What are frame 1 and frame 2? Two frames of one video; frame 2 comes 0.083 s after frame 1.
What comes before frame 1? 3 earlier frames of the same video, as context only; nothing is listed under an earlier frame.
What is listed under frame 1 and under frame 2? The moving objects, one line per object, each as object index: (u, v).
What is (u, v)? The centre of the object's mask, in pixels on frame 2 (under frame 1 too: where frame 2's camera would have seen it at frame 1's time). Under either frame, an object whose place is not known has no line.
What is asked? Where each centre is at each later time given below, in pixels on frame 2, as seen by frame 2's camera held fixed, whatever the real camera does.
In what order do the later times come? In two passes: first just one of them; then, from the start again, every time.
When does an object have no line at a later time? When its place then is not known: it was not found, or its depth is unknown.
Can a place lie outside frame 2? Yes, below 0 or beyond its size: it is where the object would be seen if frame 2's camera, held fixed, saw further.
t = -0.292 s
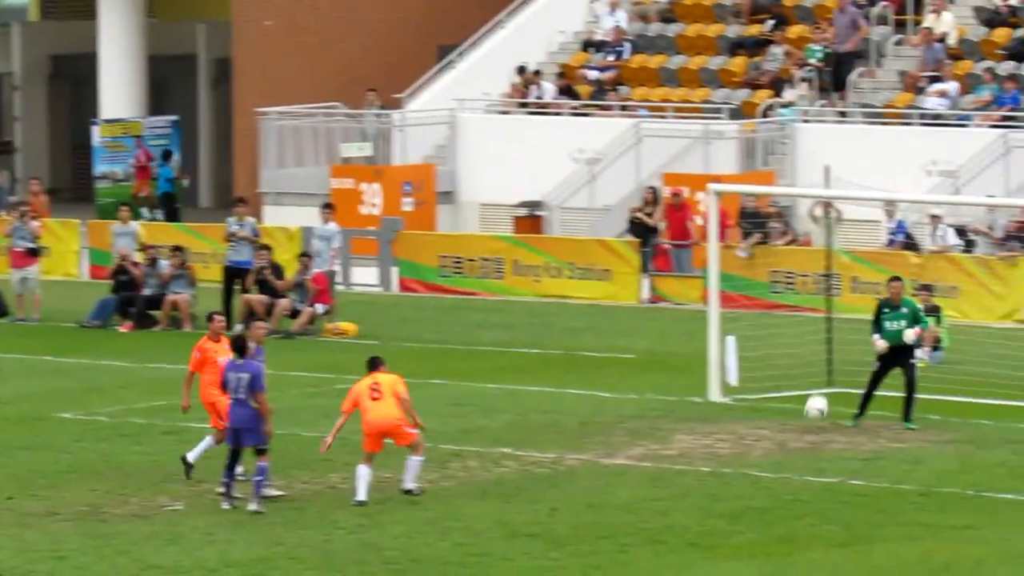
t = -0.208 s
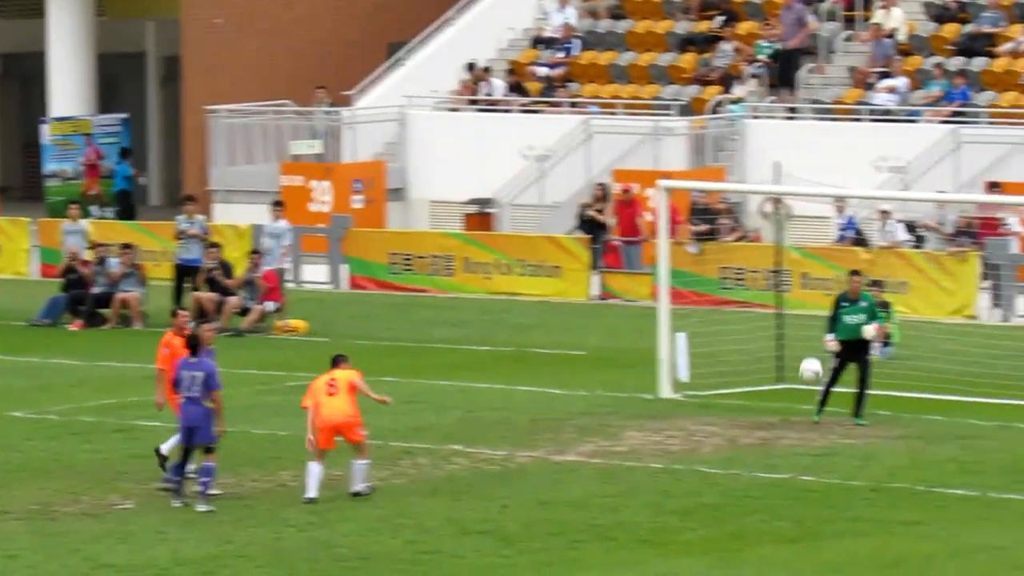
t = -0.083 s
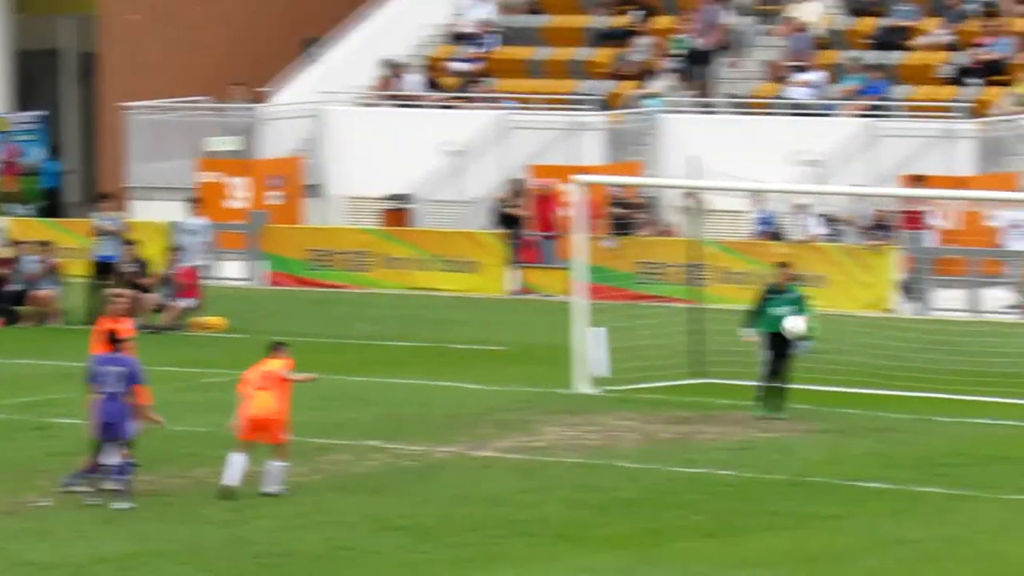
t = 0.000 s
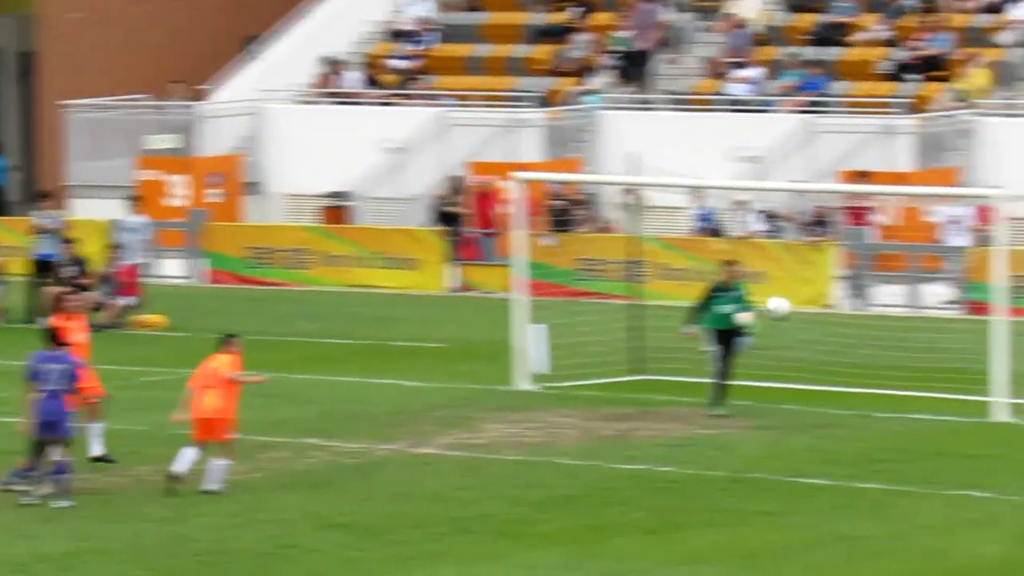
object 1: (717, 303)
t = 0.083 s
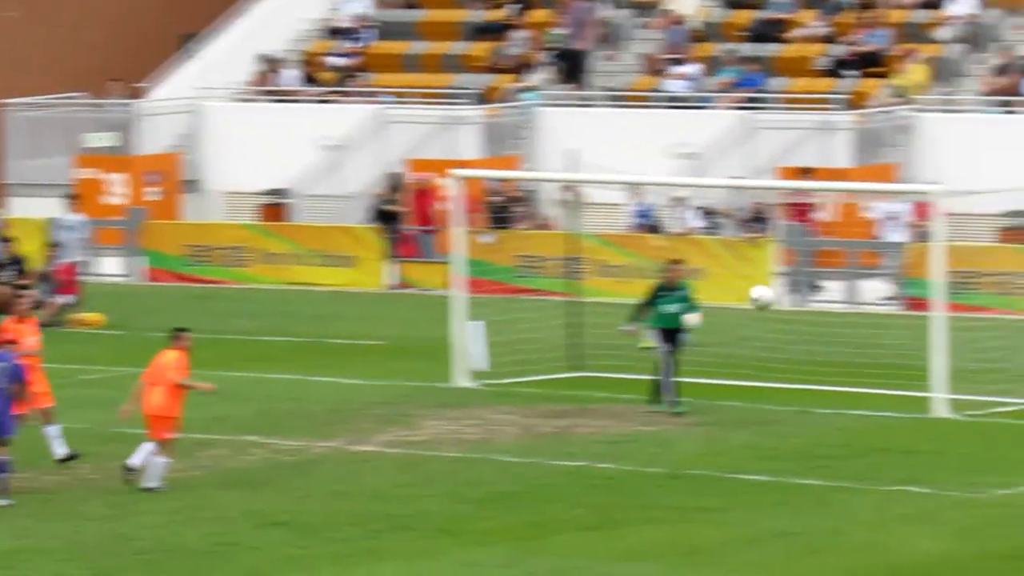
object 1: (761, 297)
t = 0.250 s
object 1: (851, 304)
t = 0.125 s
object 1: (784, 296)
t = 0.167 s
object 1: (806, 296)
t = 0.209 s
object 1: (828, 300)
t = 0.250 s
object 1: (851, 304)
